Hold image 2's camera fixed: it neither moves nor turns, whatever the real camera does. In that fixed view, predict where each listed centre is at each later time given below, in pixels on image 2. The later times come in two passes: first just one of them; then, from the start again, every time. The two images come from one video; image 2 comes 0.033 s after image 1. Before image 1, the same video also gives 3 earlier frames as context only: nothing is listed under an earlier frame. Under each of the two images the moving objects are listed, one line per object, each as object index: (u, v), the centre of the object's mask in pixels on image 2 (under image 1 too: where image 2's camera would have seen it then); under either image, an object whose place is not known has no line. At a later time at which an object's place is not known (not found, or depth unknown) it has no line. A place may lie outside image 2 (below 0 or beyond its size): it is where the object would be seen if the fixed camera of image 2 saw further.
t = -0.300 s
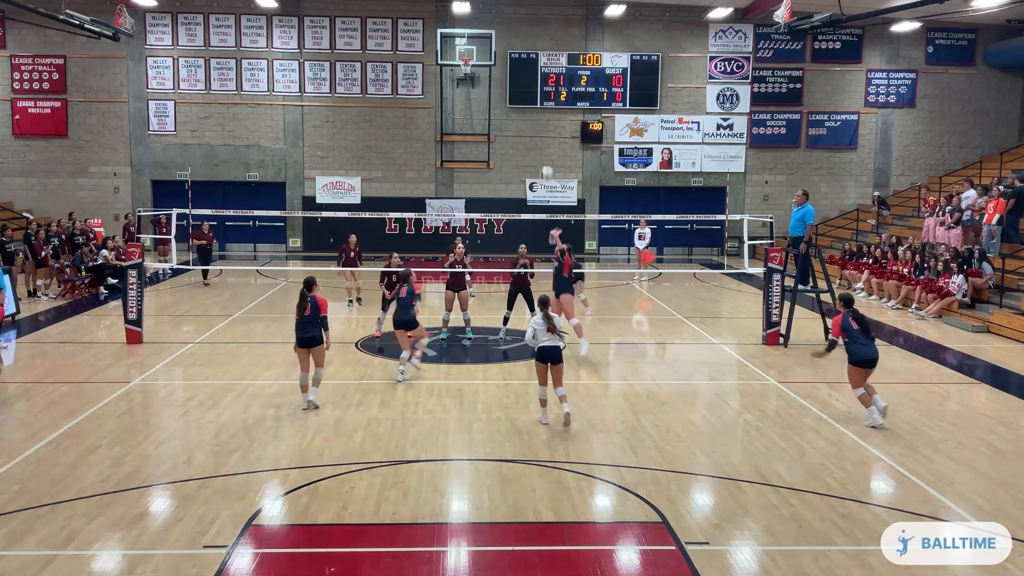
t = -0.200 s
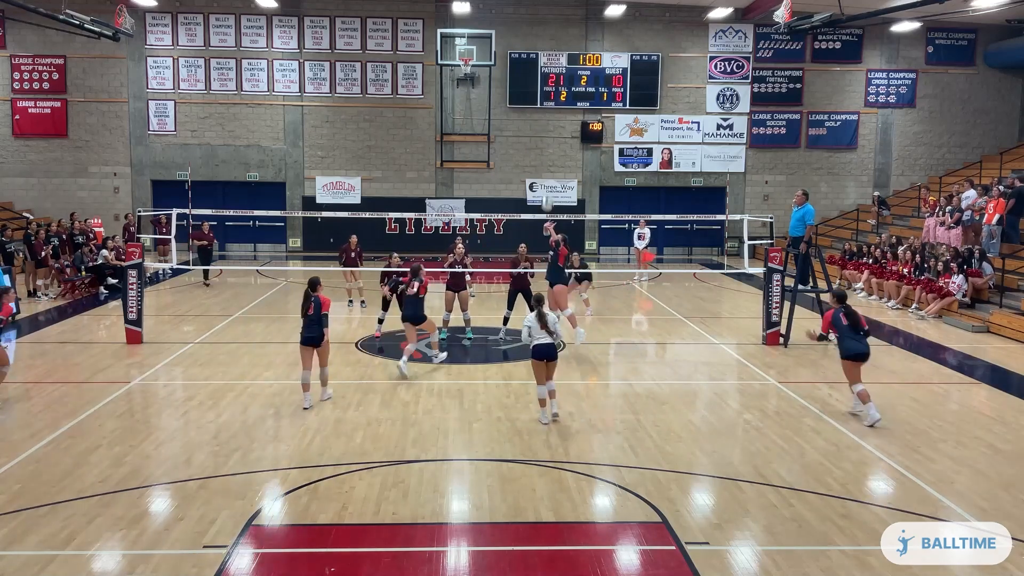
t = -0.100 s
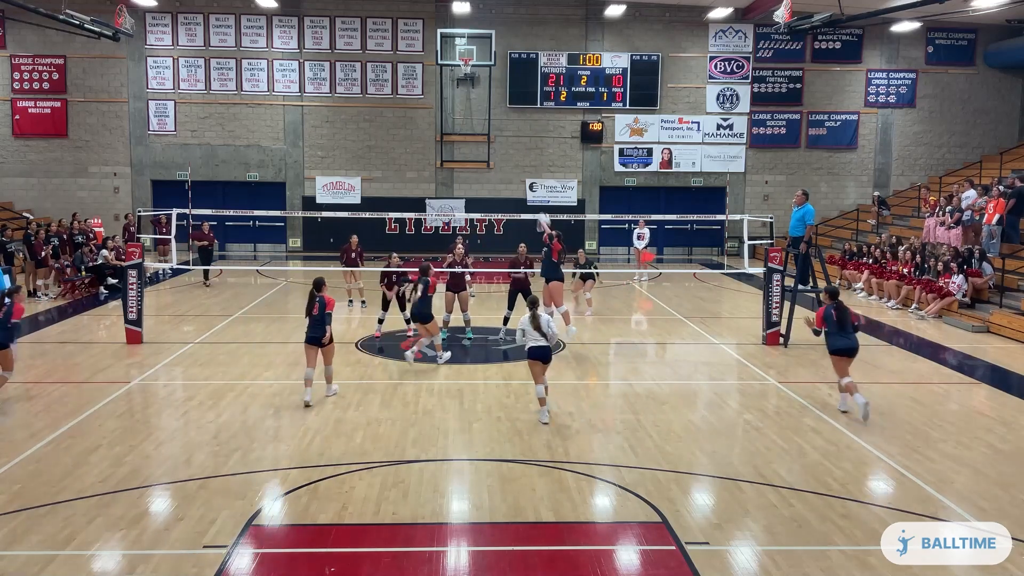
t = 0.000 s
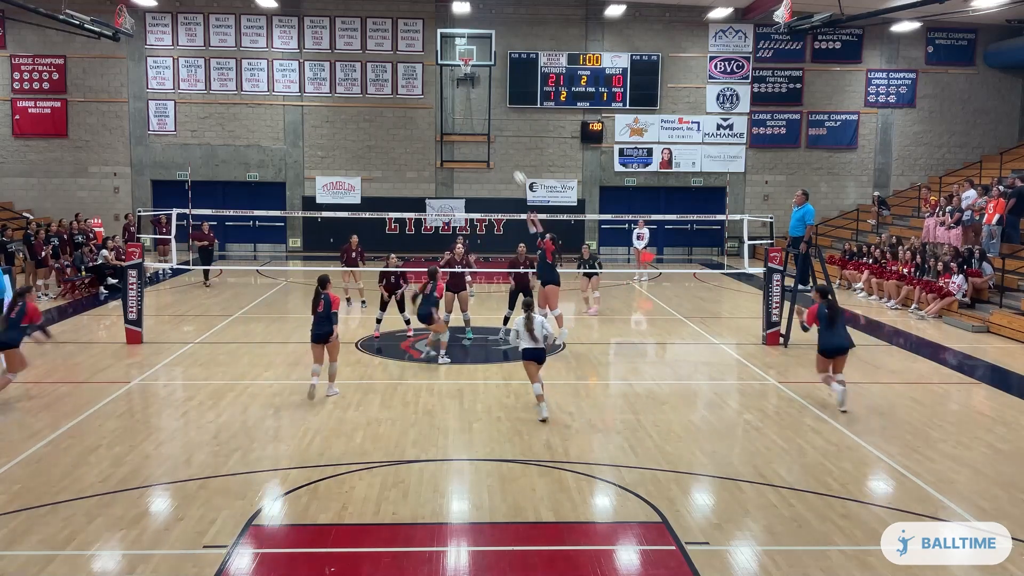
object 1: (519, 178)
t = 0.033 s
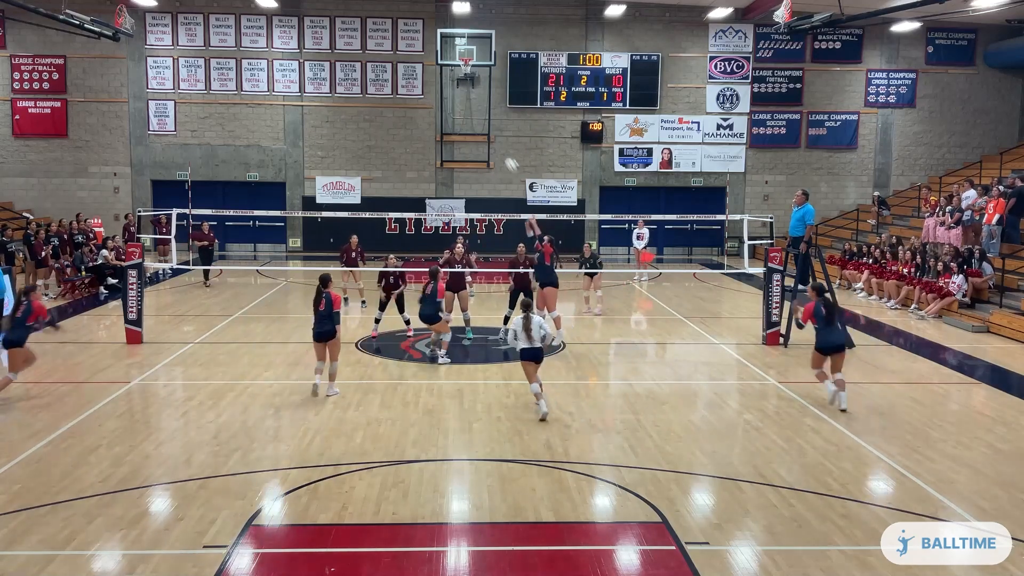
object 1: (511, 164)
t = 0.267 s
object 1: (451, 92)
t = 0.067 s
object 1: (502, 152)
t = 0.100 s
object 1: (493, 140)
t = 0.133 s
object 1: (485, 129)
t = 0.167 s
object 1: (476, 119)
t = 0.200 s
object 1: (468, 109)
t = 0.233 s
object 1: (459, 100)
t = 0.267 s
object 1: (451, 92)
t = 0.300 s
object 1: (442, 84)
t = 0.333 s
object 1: (434, 78)
